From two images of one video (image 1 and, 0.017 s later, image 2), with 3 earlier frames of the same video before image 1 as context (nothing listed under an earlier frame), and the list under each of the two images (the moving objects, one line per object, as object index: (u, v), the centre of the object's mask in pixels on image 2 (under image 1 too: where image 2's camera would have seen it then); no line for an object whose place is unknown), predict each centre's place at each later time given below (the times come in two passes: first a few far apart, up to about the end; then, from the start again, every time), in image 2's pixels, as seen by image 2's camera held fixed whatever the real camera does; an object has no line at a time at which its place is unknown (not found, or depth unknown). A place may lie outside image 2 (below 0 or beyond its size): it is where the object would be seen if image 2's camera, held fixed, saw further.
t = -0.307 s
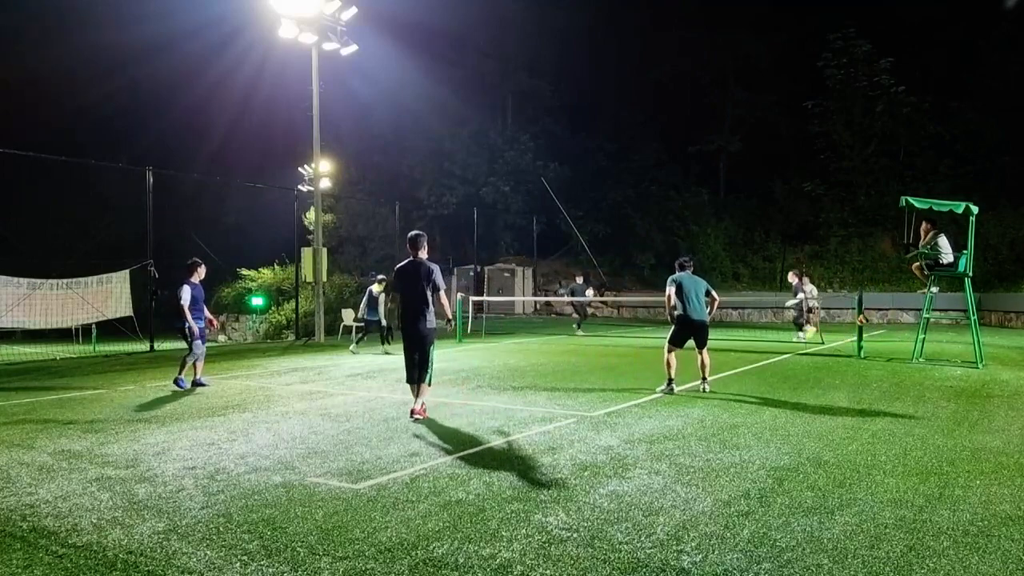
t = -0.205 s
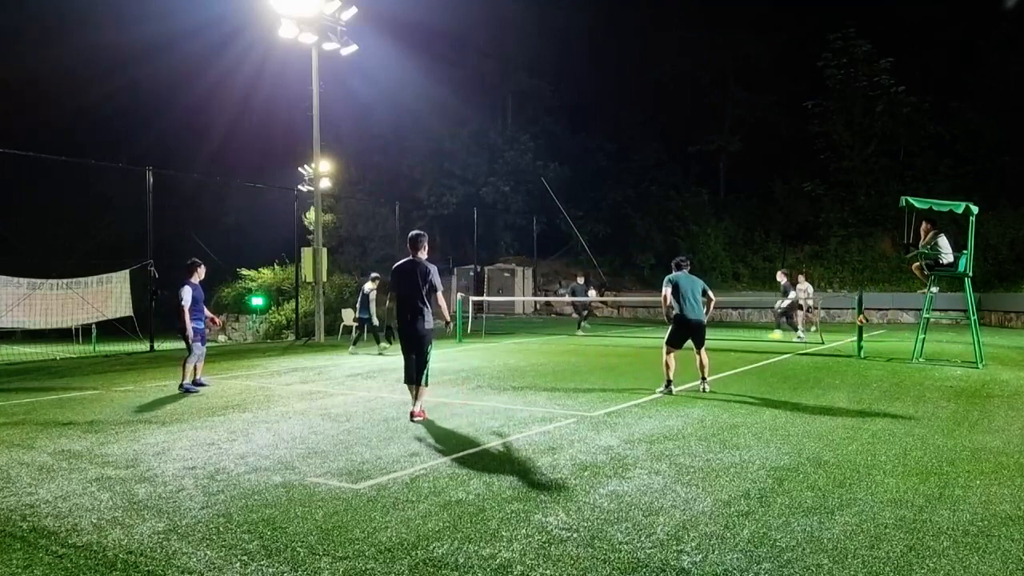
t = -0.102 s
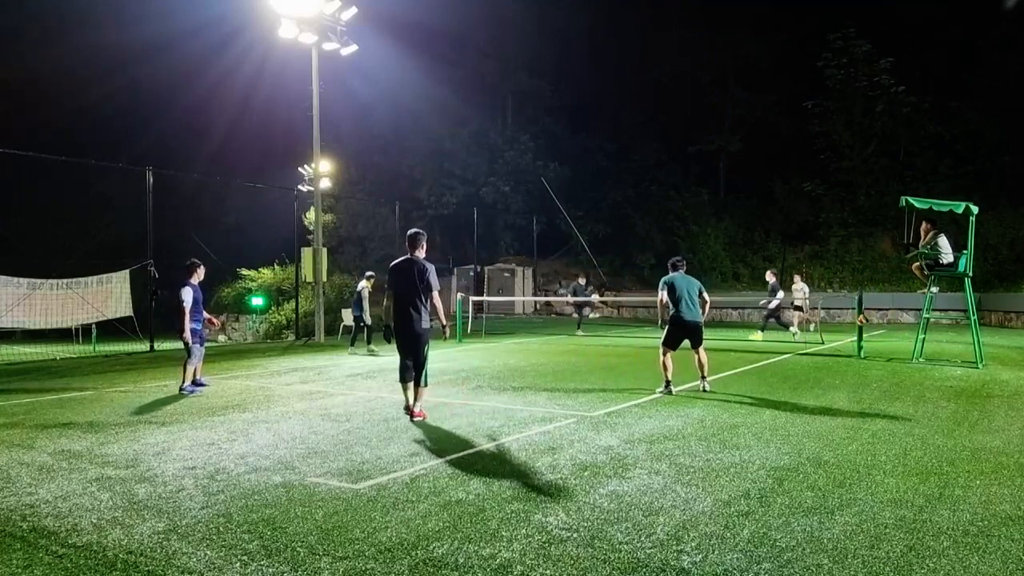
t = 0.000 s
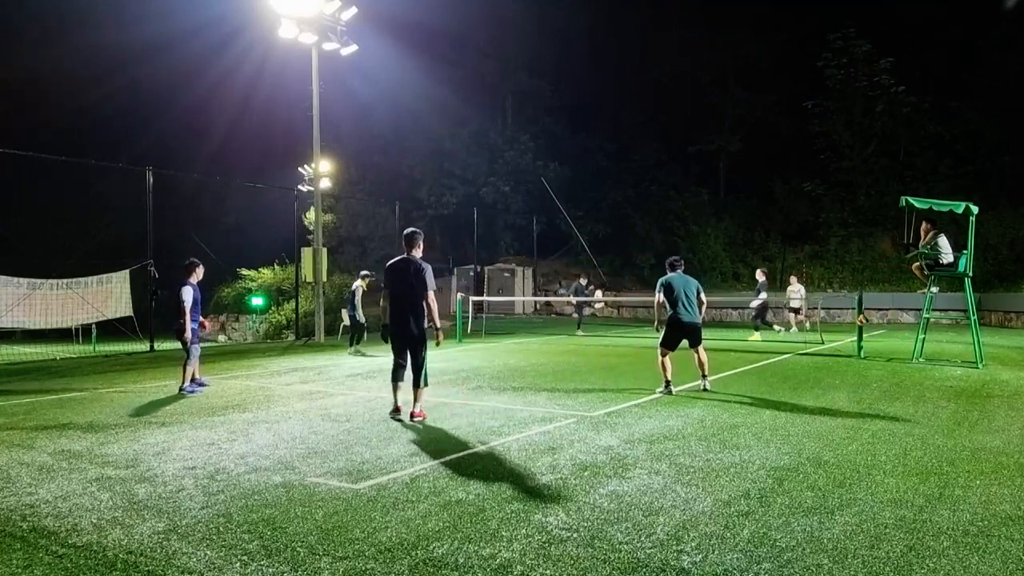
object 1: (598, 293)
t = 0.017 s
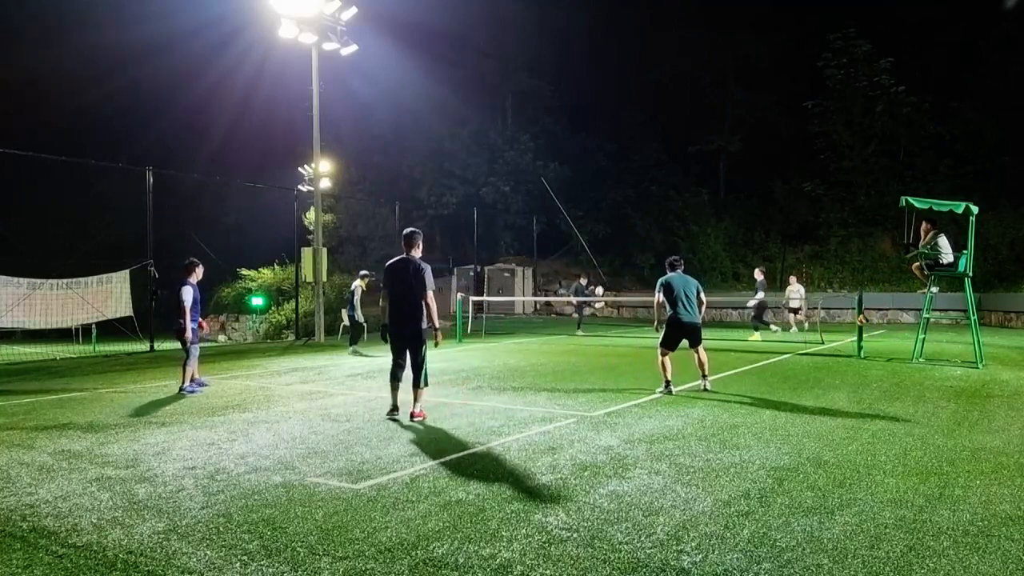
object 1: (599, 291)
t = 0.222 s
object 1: (609, 255)
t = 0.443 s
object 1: (620, 233)
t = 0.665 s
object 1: (631, 230)
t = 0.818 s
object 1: (638, 239)
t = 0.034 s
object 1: (600, 287)
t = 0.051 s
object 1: (601, 284)
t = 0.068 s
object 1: (601, 280)
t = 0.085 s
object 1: (602, 277)
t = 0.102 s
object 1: (603, 274)
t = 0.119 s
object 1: (604, 270)
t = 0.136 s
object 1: (605, 267)
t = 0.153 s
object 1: (606, 265)
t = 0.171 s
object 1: (607, 262)
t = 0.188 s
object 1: (608, 259)
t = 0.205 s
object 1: (608, 257)
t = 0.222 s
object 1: (609, 255)
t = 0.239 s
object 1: (610, 252)
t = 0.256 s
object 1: (611, 250)
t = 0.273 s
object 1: (611, 248)
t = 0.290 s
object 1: (611, 247)
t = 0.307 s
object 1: (613, 245)
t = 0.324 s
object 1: (614, 243)
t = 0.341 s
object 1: (614, 242)
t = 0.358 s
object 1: (615, 240)
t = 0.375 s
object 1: (616, 238)
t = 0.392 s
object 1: (617, 237)
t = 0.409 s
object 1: (618, 235)
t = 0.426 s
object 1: (619, 234)
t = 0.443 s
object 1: (620, 233)
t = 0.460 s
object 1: (620, 232)
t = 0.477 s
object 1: (621, 231)
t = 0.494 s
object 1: (622, 230)
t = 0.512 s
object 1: (623, 230)
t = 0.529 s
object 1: (624, 229)
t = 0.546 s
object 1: (625, 229)
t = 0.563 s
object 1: (626, 229)
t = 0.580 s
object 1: (626, 229)
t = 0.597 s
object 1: (627, 229)
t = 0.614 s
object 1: (628, 229)
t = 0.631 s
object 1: (629, 229)
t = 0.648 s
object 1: (630, 229)
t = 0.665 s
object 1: (631, 230)
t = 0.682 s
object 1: (631, 230)
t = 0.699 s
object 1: (632, 231)
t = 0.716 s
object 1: (633, 232)
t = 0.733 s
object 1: (634, 233)
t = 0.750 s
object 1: (635, 234)
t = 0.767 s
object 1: (635, 235)
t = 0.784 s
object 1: (636, 236)
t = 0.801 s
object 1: (637, 237)
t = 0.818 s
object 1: (638, 239)
